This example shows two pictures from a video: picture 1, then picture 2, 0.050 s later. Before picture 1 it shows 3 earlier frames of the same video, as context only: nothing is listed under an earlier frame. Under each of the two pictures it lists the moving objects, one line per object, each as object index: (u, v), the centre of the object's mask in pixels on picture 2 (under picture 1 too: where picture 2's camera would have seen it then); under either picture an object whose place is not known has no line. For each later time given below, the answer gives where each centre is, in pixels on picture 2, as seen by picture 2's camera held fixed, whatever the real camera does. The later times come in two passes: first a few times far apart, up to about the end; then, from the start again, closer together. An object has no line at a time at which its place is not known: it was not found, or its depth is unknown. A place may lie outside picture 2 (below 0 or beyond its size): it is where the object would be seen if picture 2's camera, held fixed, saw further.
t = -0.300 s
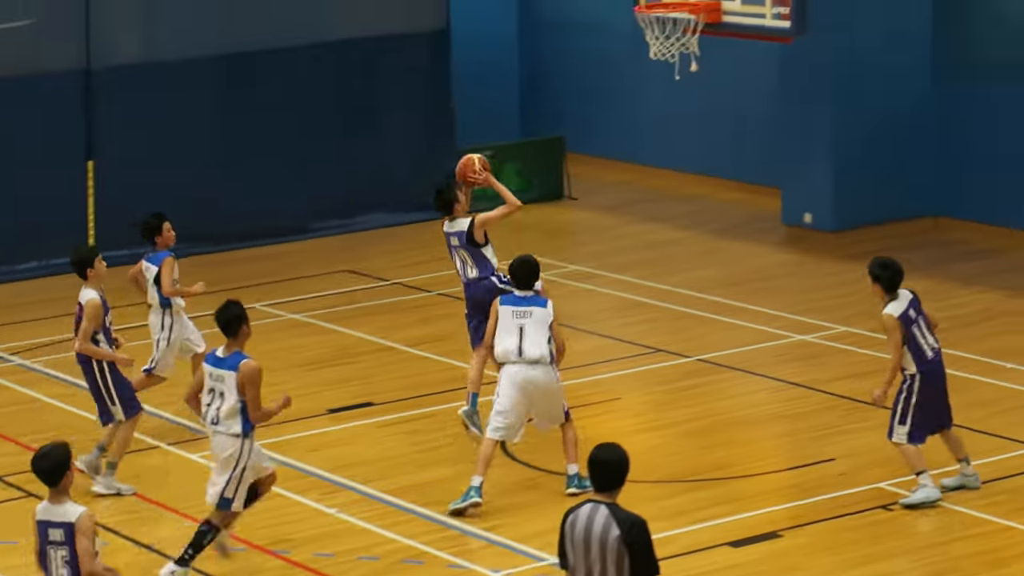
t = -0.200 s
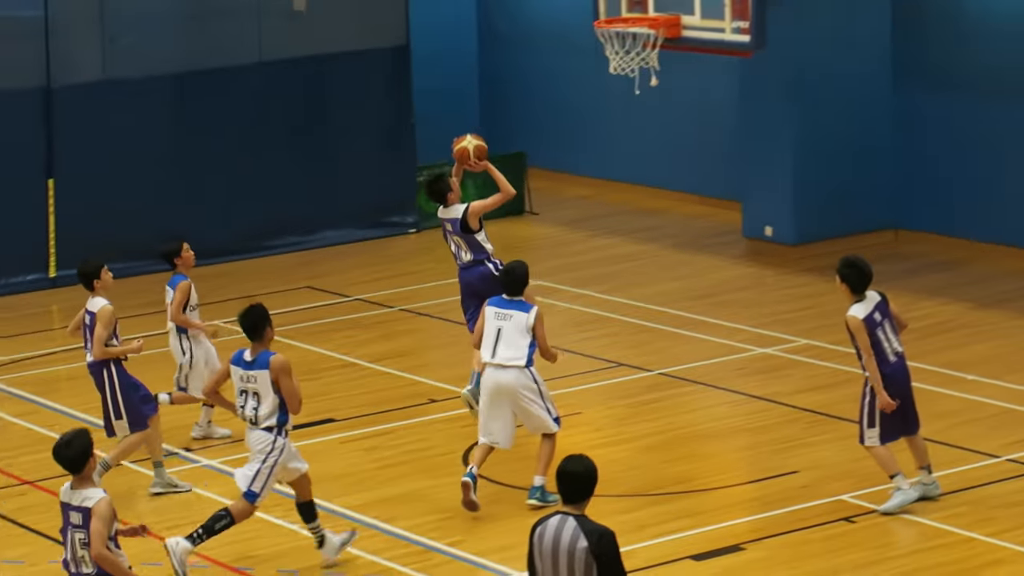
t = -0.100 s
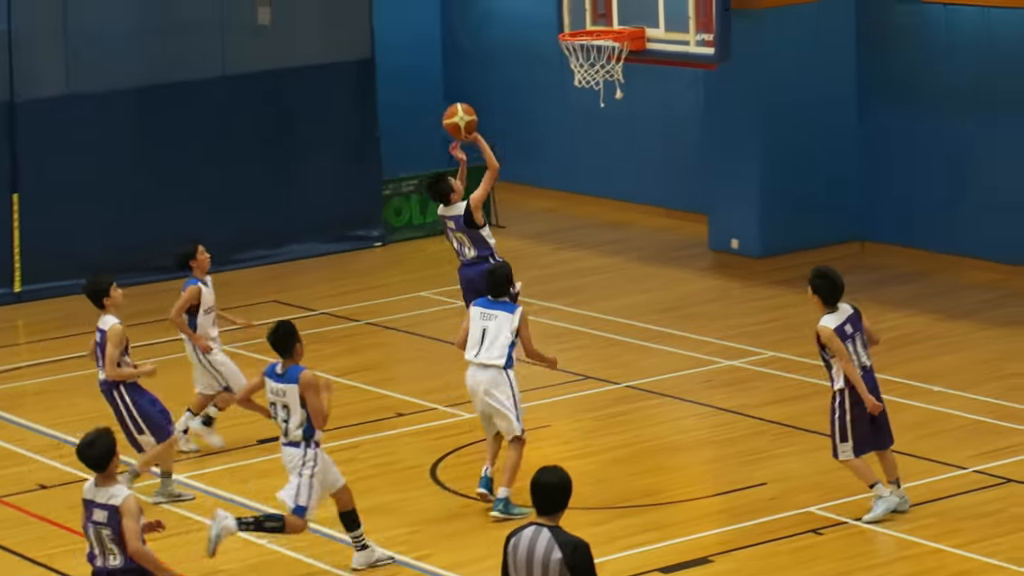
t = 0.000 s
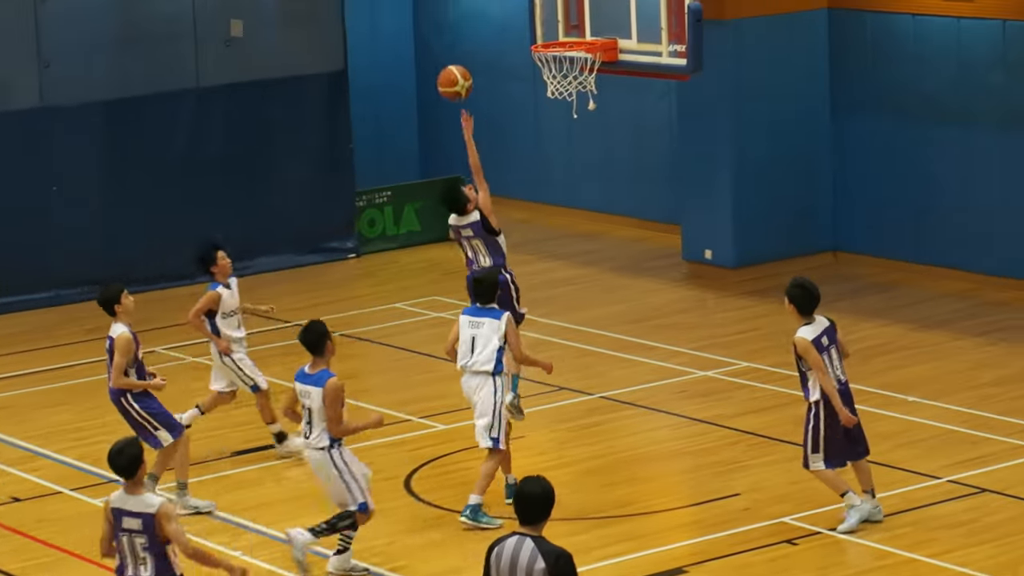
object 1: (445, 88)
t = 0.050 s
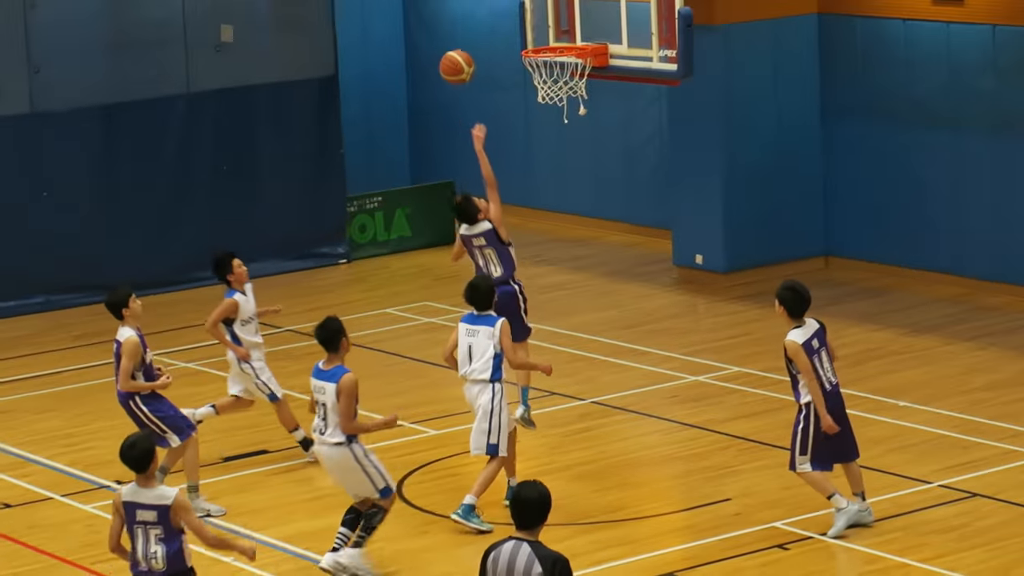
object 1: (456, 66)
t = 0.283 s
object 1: (511, 17)
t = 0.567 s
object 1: (560, 52)
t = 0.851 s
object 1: (525, 100)
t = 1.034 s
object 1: (520, 156)
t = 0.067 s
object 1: (460, 61)
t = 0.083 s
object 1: (464, 56)
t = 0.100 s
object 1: (468, 51)
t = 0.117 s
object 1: (471, 46)
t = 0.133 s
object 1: (475, 41)
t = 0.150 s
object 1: (479, 37)
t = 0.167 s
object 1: (483, 33)
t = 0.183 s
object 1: (487, 30)
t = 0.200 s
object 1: (491, 27)
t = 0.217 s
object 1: (495, 24)
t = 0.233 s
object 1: (499, 22)
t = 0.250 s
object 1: (503, 20)
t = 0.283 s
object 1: (511, 17)
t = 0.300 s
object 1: (515, 17)
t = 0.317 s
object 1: (520, 17)
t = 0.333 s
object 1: (523, 17)
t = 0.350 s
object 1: (527, 17)
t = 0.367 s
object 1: (531, 18)
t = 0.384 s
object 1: (536, 20)
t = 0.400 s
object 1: (540, 21)
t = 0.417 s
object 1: (545, 23)
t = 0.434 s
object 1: (549, 25)
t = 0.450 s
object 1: (552, 28)
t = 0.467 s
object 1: (556, 32)
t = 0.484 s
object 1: (561, 35)
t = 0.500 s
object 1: (566, 38)
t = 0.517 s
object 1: (569, 41)
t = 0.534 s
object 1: (568, 42)
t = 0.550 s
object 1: (564, 48)
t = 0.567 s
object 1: (560, 52)
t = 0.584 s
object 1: (557, 56)
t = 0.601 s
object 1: (554, 60)
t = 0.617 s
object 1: (550, 64)
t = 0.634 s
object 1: (547, 71)
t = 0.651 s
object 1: (543, 75)
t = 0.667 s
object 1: (540, 78)
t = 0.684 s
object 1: (537, 81)
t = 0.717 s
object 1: (532, 97)
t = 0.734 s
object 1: (530, 97)
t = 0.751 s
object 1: (530, 97)
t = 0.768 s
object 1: (529, 97)
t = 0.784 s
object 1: (528, 96)
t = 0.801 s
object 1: (528, 97)
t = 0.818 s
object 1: (527, 98)
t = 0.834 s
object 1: (526, 99)
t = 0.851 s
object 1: (525, 100)
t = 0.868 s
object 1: (525, 103)
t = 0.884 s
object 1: (525, 106)
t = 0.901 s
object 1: (524, 110)
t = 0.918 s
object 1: (524, 114)
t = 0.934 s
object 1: (523, 119)
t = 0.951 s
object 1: (523, 124)
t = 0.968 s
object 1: (522, 130)
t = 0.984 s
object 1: (522, 136)
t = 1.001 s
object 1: (521, 143)
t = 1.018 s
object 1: (521, 149)
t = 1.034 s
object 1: (520, 156)
